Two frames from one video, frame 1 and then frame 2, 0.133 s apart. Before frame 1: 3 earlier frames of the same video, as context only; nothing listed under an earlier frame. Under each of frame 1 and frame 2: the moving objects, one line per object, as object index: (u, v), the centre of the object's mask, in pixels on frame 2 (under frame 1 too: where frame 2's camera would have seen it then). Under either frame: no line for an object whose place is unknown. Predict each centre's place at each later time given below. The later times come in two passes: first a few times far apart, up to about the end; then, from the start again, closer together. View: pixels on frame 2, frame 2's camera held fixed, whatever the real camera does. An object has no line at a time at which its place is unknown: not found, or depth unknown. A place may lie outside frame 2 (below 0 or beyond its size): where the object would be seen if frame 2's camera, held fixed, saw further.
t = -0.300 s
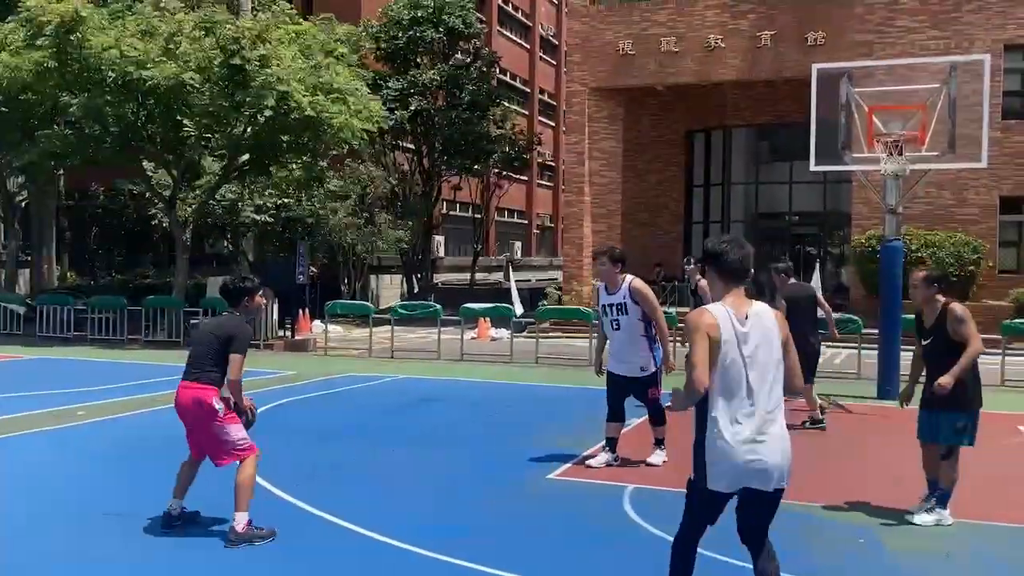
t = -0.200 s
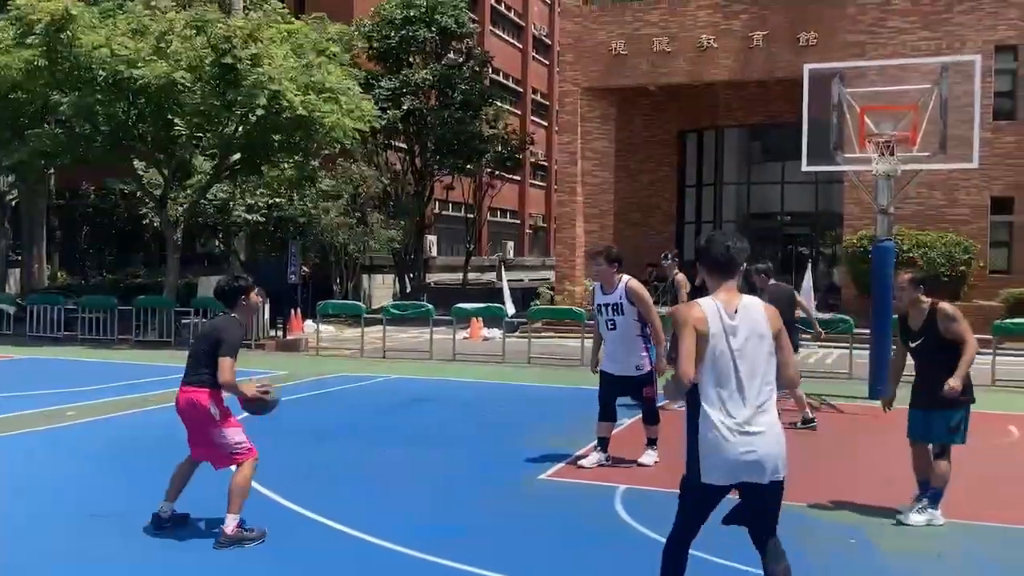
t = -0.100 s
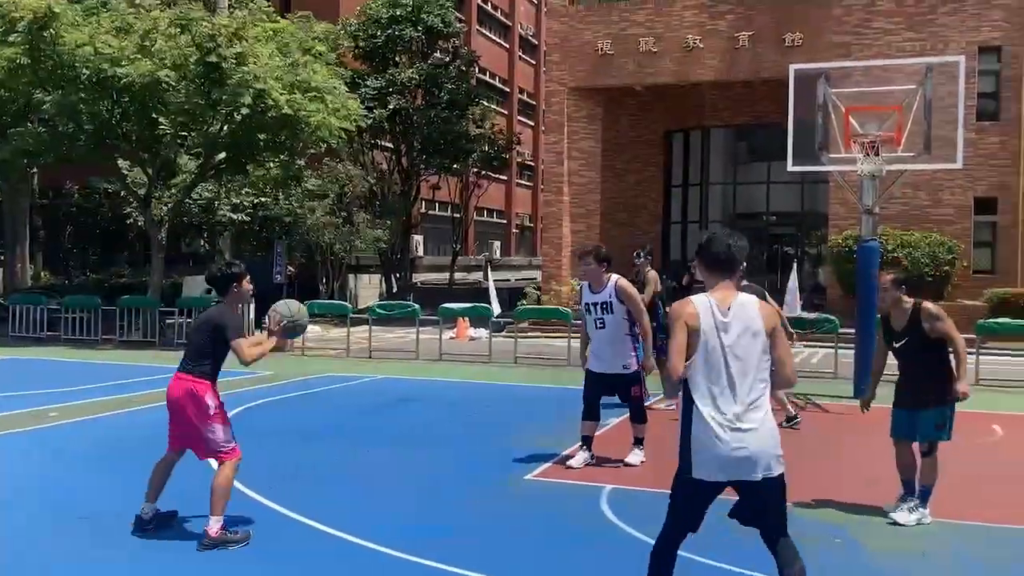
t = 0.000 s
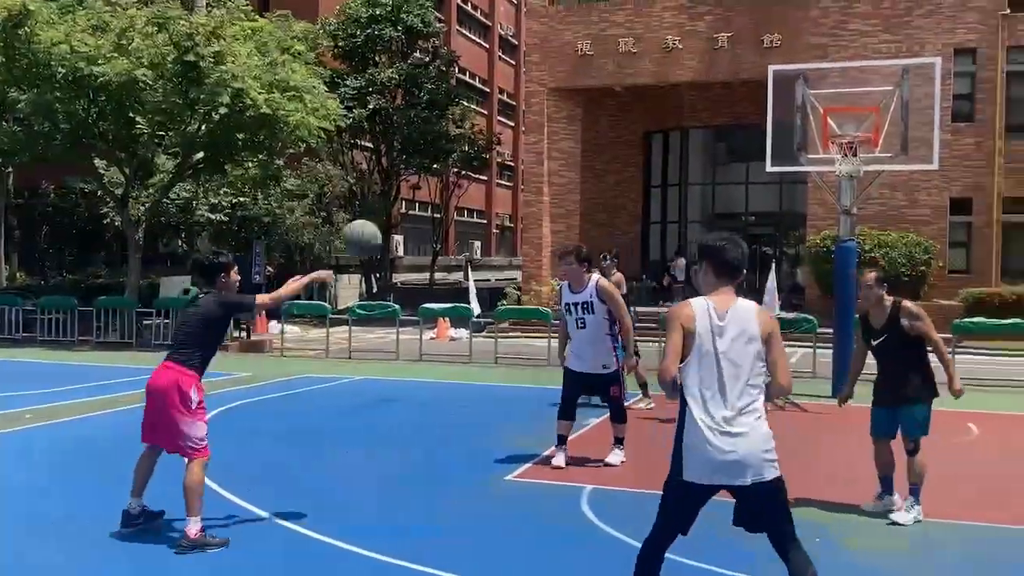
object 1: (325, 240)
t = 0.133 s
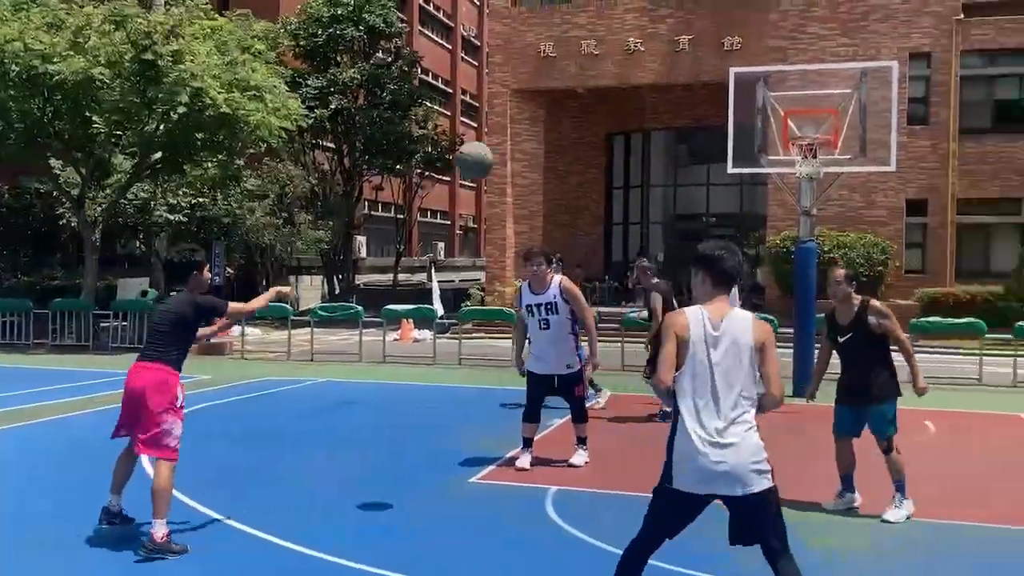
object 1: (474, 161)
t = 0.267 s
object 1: (609, 114)
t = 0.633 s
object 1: (919, 120)
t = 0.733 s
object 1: (990, 152)
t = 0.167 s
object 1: (509, 145)
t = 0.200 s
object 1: (543, 133)
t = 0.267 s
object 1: (609, 114)
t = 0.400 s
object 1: (731, 94)
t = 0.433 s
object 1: (761, 93)
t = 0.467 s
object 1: (788, 95)
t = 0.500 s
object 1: (815, 97)
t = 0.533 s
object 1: (842, 101)
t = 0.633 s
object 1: (919, 120)
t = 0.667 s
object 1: (943, 130)
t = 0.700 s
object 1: (966, 140)
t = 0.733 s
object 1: (990, 152)
